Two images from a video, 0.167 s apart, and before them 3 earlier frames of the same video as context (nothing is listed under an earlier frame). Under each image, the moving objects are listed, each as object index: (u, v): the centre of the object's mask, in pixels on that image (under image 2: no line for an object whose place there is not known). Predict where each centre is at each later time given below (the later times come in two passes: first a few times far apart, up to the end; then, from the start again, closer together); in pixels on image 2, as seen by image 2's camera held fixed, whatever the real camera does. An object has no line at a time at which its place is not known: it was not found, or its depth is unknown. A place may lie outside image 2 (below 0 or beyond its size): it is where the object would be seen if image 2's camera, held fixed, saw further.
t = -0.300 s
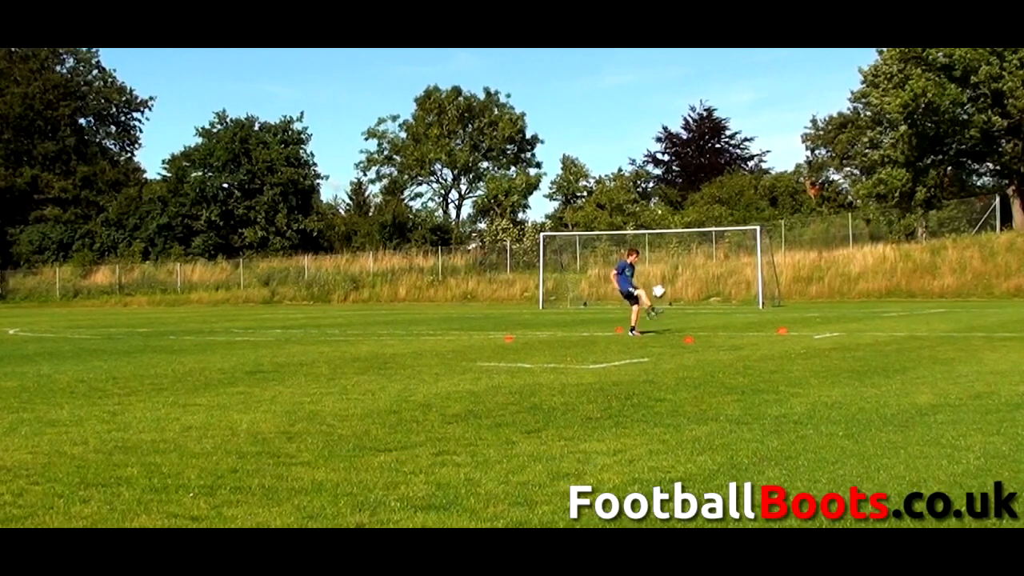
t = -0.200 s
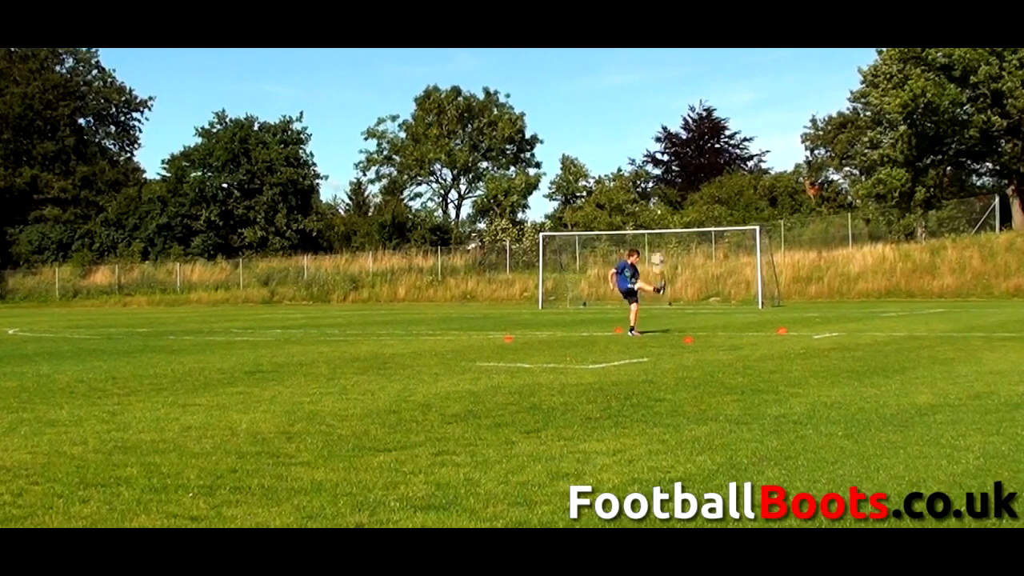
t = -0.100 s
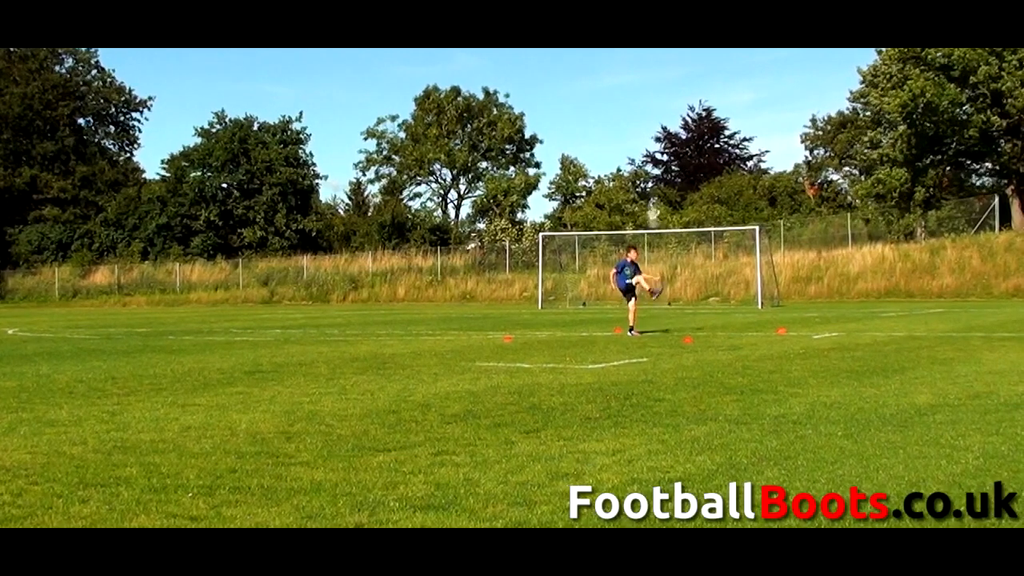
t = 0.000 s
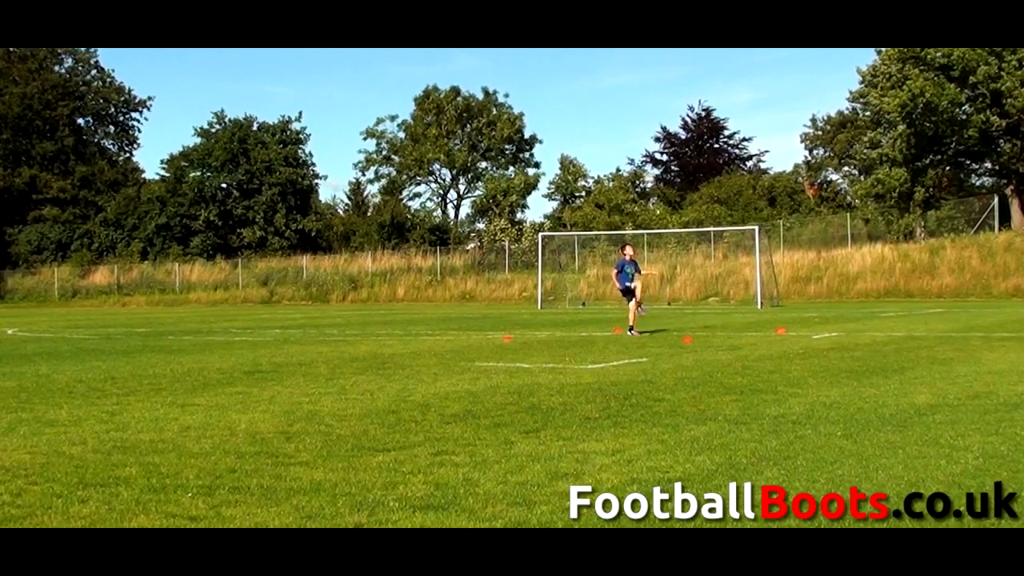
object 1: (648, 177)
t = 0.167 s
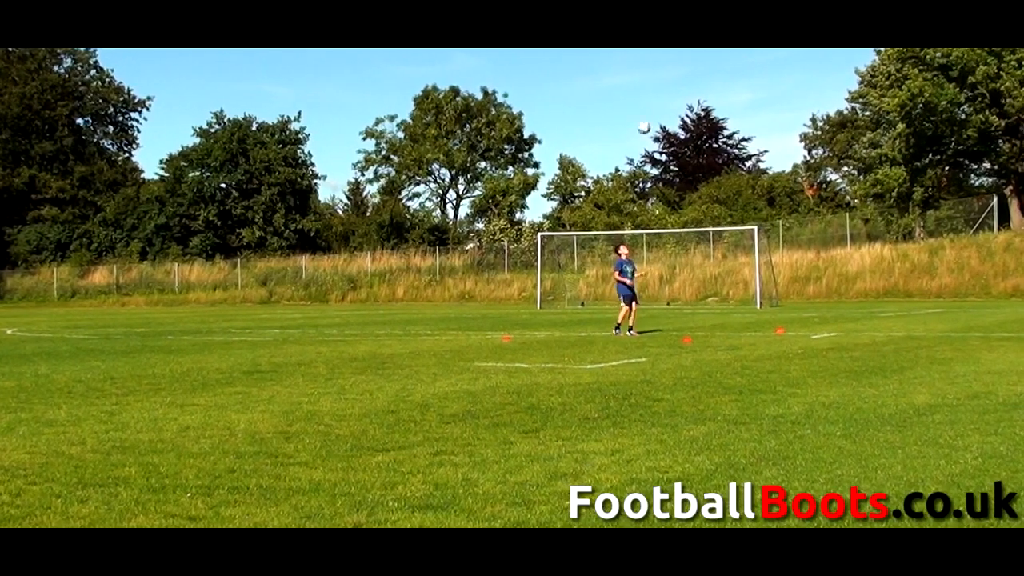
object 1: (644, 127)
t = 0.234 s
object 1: (642, 112)
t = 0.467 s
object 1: (636, 77)
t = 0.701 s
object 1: (631, 74)
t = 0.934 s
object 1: (628, 102)
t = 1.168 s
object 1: (625, 160)
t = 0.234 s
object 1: (642, 112)
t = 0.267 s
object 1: (641, 105)
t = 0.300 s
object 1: (640, 99)
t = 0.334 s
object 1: (639, 93)
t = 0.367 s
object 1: (638, 88)
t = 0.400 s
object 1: (637, 84)
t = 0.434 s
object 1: (637, 80)
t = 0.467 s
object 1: (636, 77)
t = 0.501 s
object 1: (635, 75)
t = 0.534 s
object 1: (634, 73)
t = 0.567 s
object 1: (634, 72)
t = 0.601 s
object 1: (633, 72)
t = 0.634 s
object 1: (632, 71)
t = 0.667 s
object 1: (632, 72)
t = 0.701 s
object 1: (631, 74)
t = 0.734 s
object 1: (631, 76)
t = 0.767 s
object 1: (629, 79)
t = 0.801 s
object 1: (629, 83)
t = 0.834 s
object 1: (629, 86)
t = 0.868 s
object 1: (628, 90)
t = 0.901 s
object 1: (628, 96)
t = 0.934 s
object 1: (628, 102)
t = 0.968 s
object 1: (627, 108)
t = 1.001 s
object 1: (626, 116)
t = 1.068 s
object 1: (625, 131)
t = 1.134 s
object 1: (625, 149)
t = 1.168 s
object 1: (625, 160)
